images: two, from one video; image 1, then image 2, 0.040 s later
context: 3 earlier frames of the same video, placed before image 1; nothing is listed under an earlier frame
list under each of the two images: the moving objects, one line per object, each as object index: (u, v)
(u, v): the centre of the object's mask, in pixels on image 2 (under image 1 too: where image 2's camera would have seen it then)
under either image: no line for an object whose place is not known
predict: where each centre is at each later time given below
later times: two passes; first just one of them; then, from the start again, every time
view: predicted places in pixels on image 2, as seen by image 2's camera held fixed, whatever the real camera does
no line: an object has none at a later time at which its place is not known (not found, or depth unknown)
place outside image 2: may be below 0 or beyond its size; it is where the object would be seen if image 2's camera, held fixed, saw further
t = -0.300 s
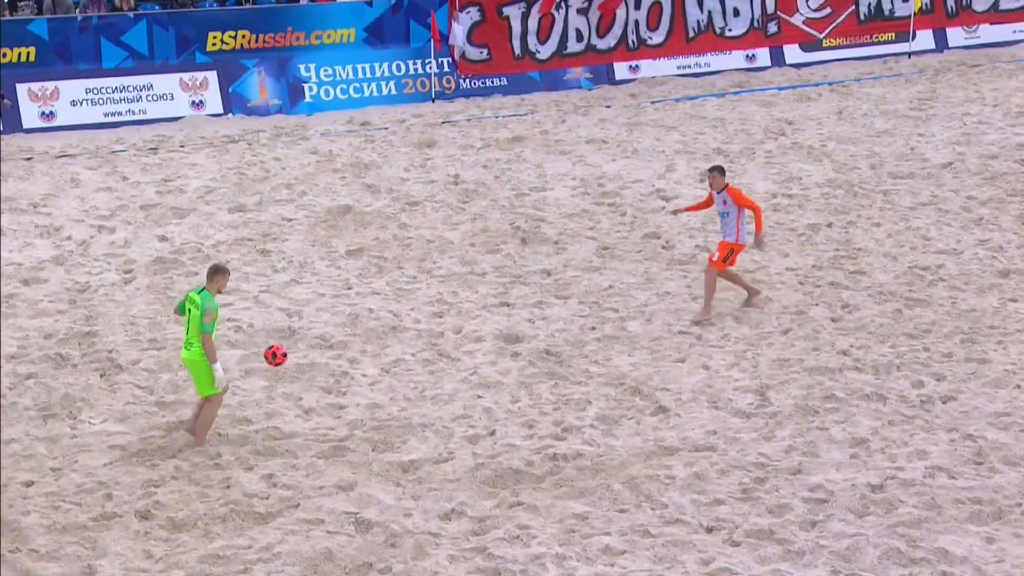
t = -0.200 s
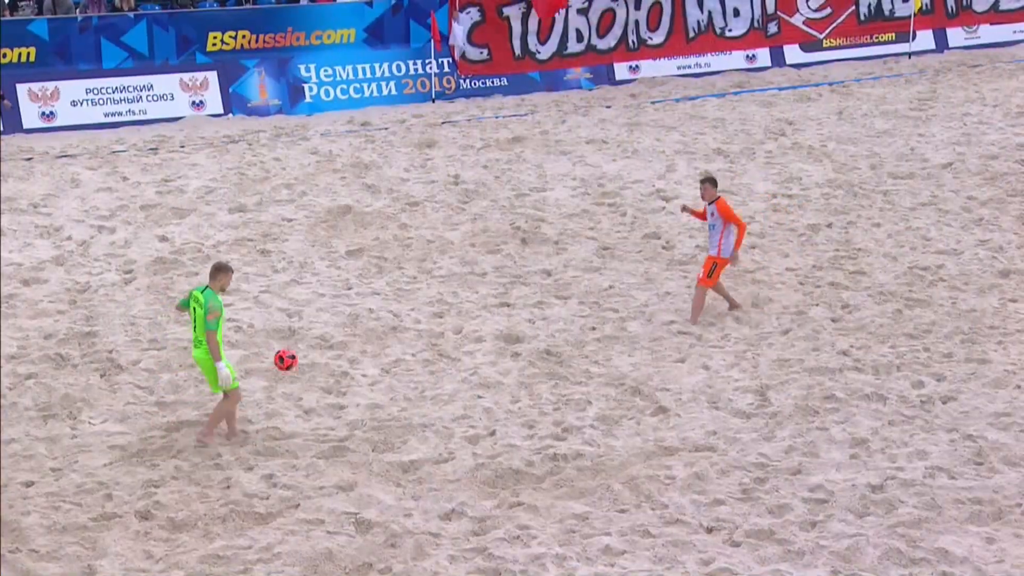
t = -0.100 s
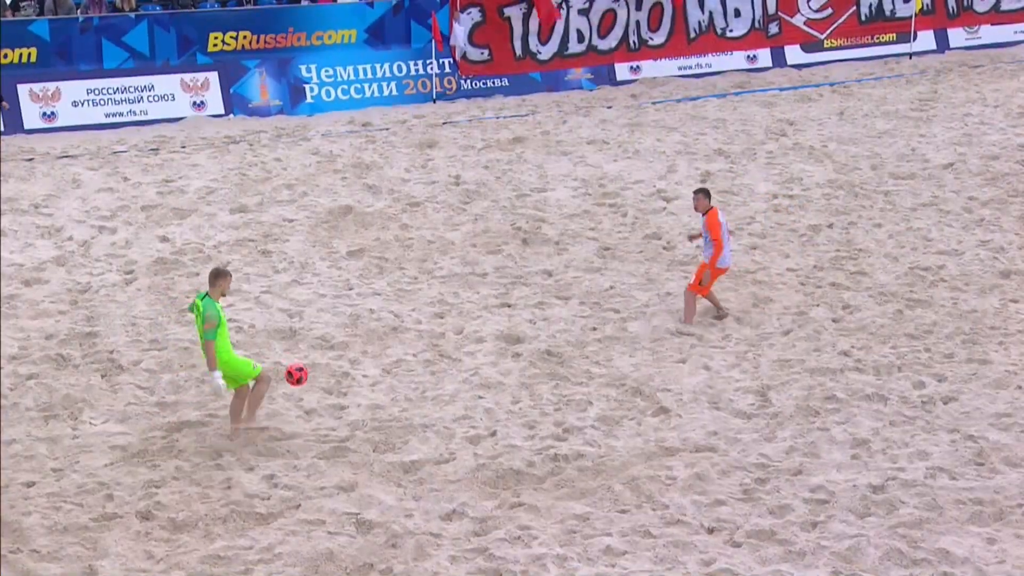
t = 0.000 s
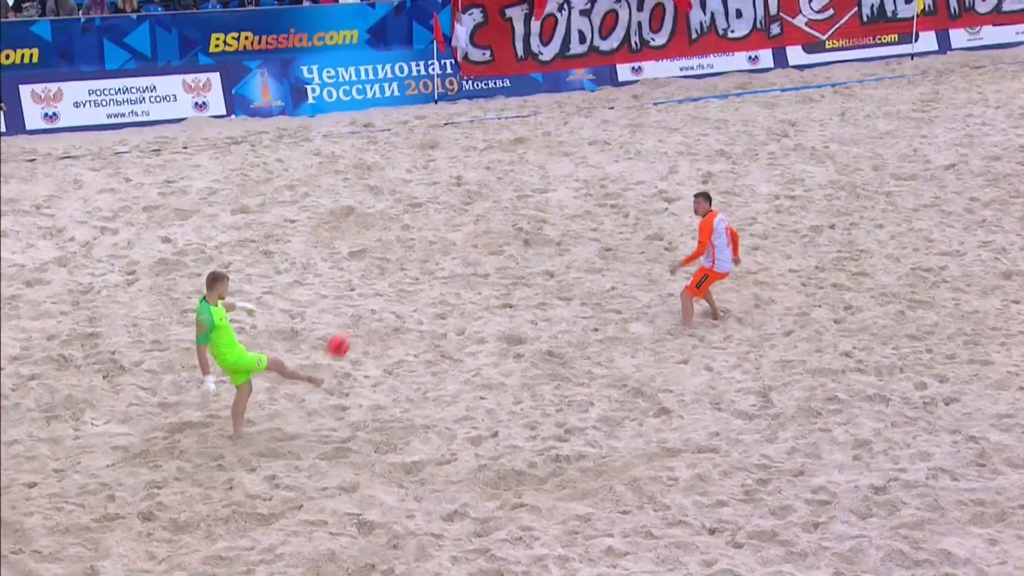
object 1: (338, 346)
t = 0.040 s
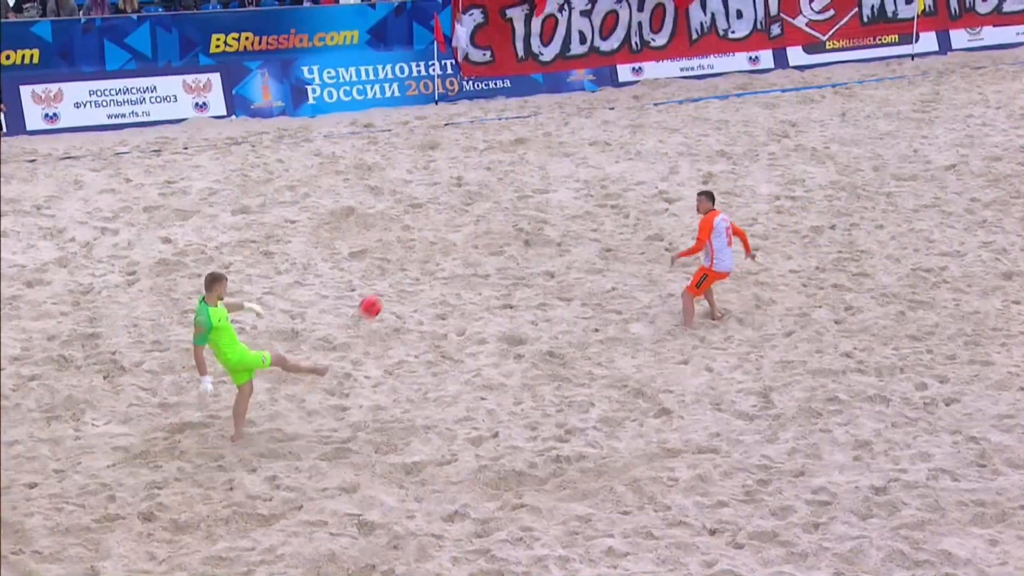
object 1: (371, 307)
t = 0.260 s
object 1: (530, 139)
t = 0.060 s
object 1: (386, 288)
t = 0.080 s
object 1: (402, 269)
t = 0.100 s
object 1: (417, 253)
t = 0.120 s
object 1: (432, 237)
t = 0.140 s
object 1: (447, 221)
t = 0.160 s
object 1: (461, 205)
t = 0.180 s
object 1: (476, 192)
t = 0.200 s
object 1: (490, 177)
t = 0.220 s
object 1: (504, 163)
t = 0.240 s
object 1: (517, 150)
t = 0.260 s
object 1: (530, 139)
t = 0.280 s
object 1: (543, 127)
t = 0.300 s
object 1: (555, 115)
